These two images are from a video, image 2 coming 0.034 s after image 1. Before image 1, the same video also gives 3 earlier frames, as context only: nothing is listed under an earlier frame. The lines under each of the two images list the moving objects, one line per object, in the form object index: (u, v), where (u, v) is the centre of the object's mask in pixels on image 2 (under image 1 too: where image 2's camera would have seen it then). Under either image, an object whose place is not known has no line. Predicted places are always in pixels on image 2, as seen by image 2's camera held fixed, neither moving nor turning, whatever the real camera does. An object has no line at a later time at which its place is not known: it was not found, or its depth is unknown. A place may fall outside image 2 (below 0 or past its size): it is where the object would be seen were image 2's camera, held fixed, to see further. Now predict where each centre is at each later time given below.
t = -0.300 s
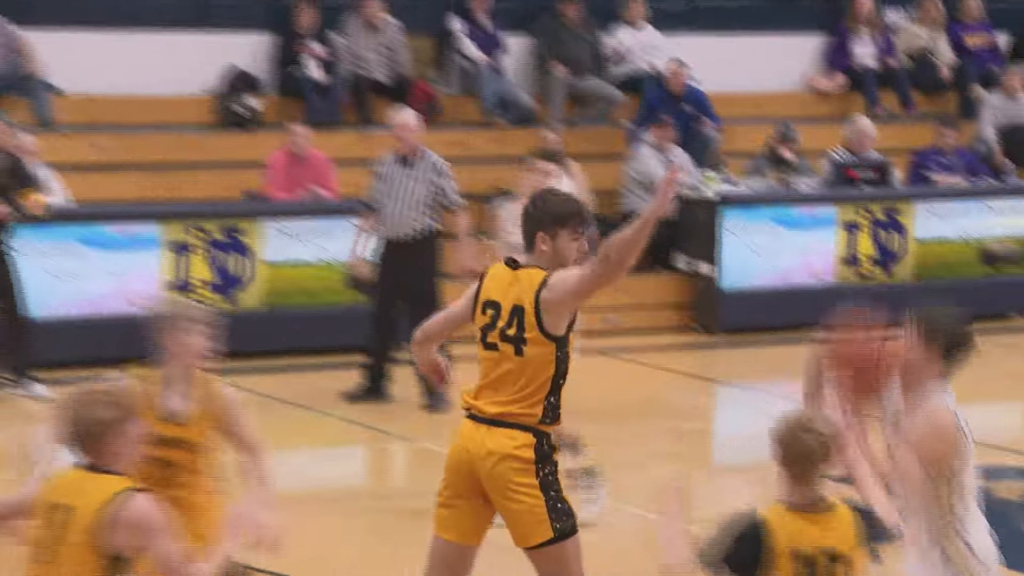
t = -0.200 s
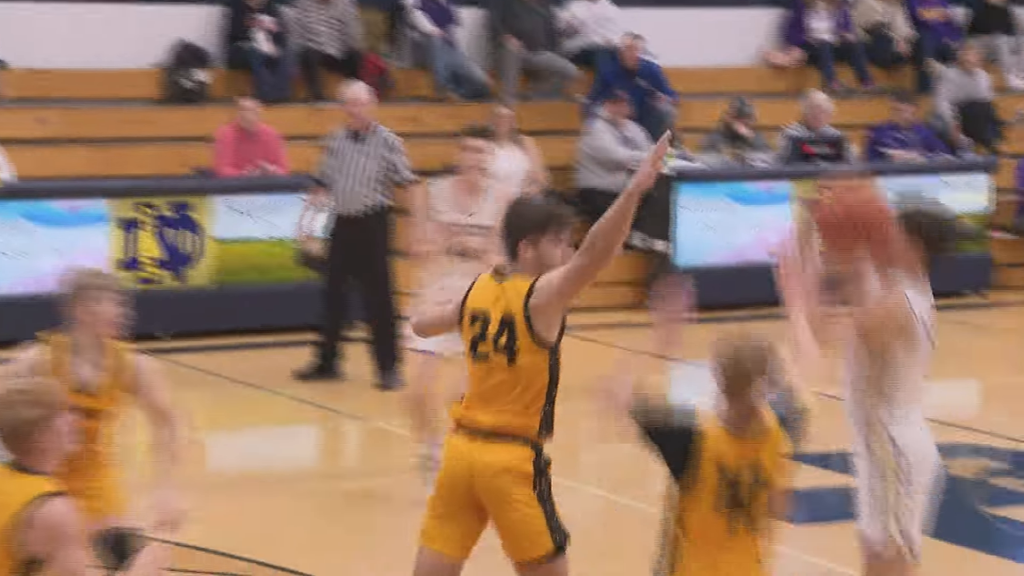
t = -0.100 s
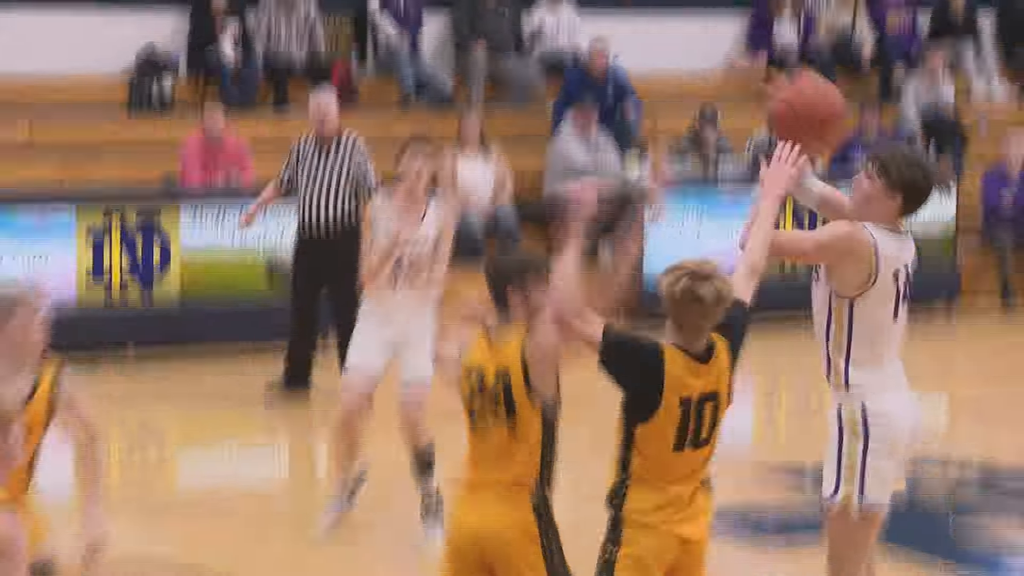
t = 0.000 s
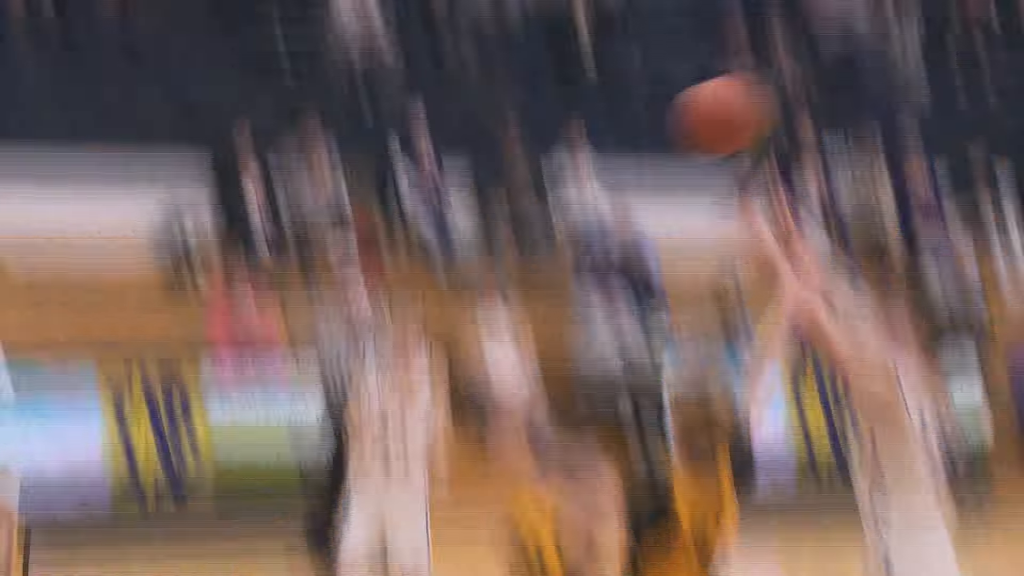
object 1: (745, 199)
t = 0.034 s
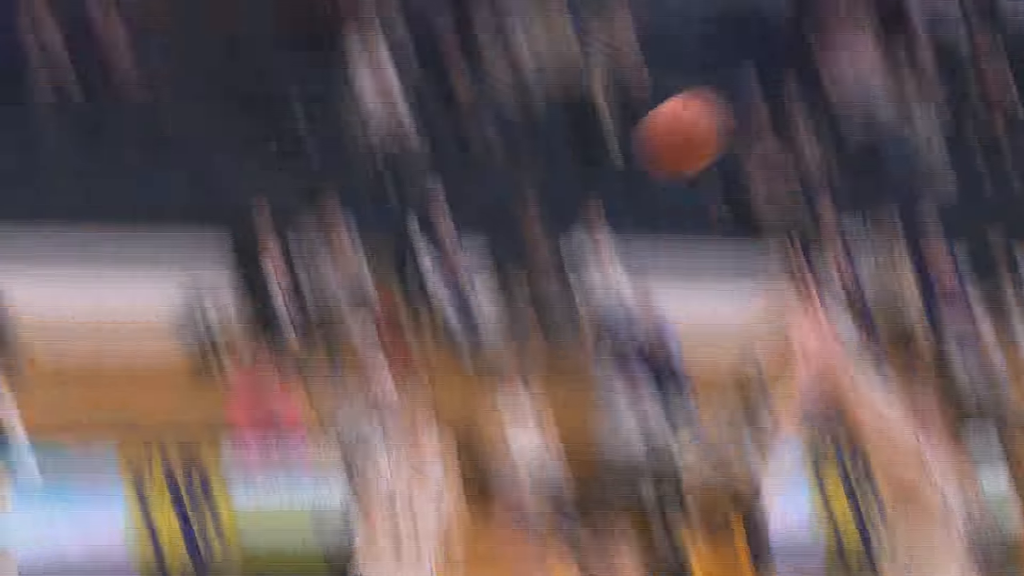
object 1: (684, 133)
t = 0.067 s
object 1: (628, 68)
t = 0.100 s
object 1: (567, 9)
